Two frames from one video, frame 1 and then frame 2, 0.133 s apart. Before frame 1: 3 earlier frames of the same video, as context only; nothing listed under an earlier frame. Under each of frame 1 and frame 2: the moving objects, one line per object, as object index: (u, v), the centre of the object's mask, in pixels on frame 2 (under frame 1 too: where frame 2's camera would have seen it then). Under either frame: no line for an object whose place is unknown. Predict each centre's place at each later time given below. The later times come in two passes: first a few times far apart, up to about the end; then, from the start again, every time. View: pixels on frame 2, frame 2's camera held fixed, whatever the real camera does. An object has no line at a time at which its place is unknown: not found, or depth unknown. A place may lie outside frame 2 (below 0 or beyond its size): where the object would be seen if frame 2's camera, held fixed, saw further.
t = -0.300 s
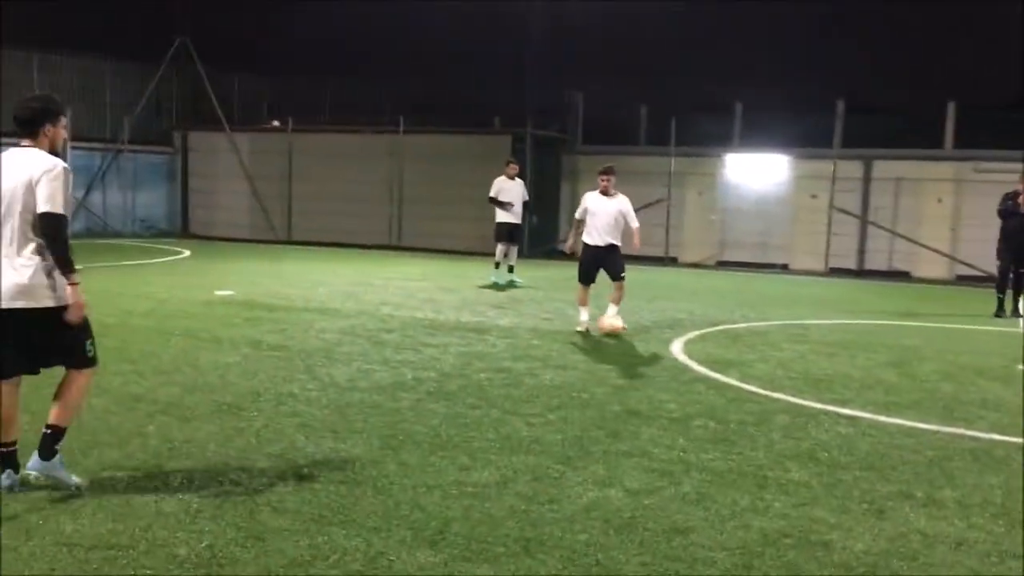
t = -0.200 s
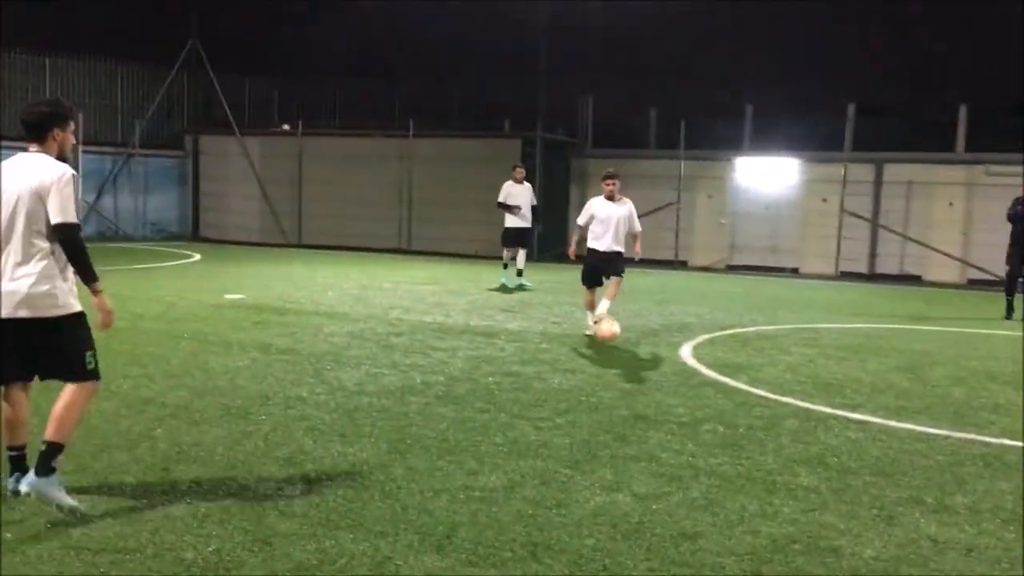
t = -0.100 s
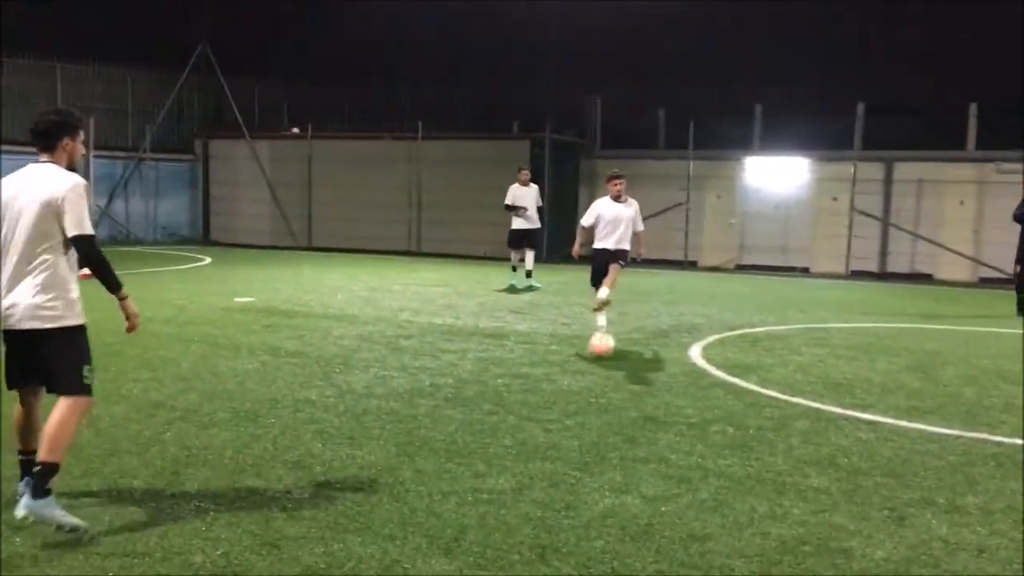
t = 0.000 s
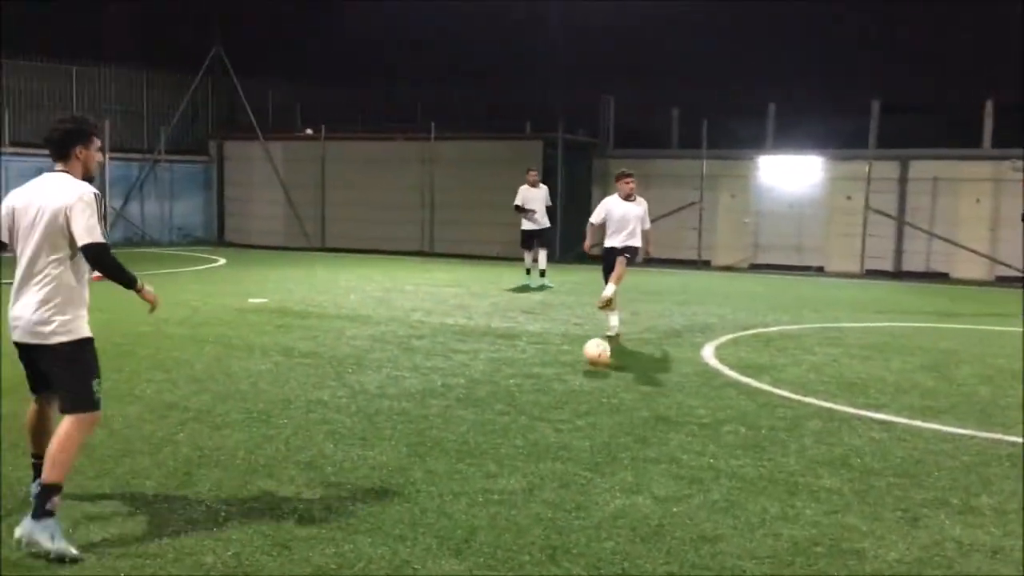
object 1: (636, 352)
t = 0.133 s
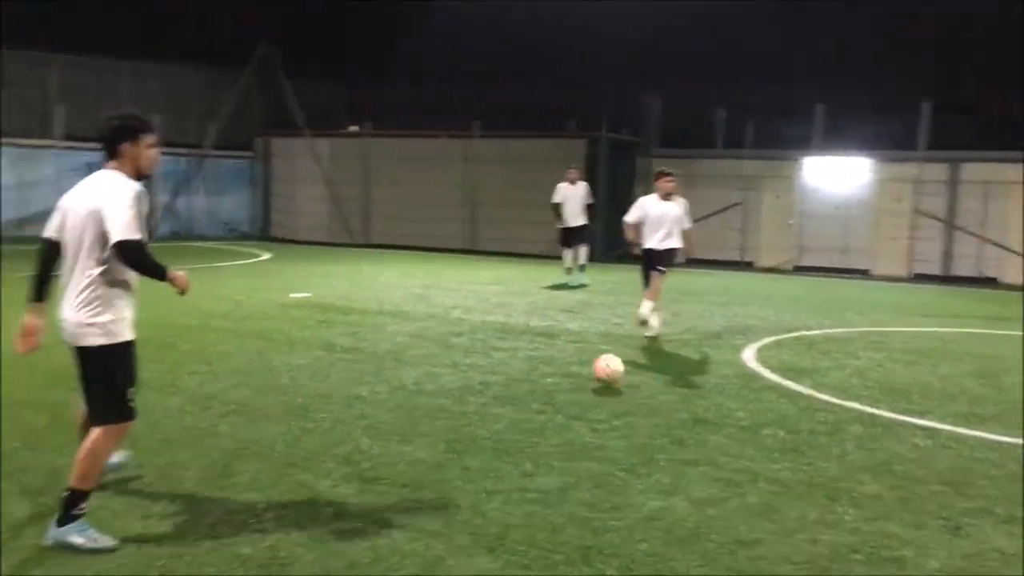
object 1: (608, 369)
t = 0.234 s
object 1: (586, 380)
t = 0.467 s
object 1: (533, 410)
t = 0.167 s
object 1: (601, 371)
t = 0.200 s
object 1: (594, 374)
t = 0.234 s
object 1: (586, 380)
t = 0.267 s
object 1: (580, 387)
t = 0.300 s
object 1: (572, 389)
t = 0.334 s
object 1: (565, 391)
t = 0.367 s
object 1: (558, 396)
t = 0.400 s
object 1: (550, 401)
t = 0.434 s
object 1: (542, 407)
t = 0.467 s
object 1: (533, 410)
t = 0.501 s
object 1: (525, 415)
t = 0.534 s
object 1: (516, 421)
